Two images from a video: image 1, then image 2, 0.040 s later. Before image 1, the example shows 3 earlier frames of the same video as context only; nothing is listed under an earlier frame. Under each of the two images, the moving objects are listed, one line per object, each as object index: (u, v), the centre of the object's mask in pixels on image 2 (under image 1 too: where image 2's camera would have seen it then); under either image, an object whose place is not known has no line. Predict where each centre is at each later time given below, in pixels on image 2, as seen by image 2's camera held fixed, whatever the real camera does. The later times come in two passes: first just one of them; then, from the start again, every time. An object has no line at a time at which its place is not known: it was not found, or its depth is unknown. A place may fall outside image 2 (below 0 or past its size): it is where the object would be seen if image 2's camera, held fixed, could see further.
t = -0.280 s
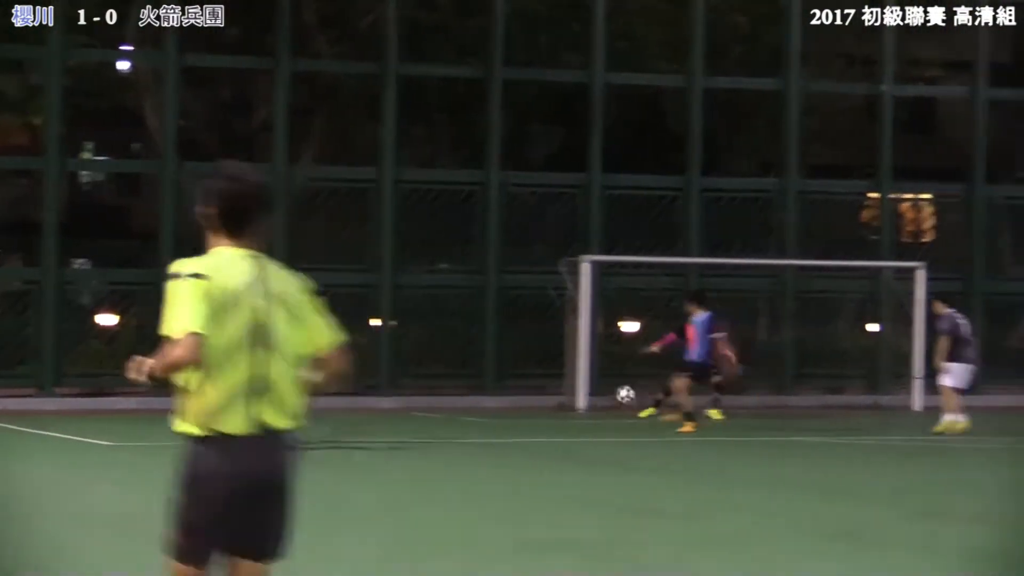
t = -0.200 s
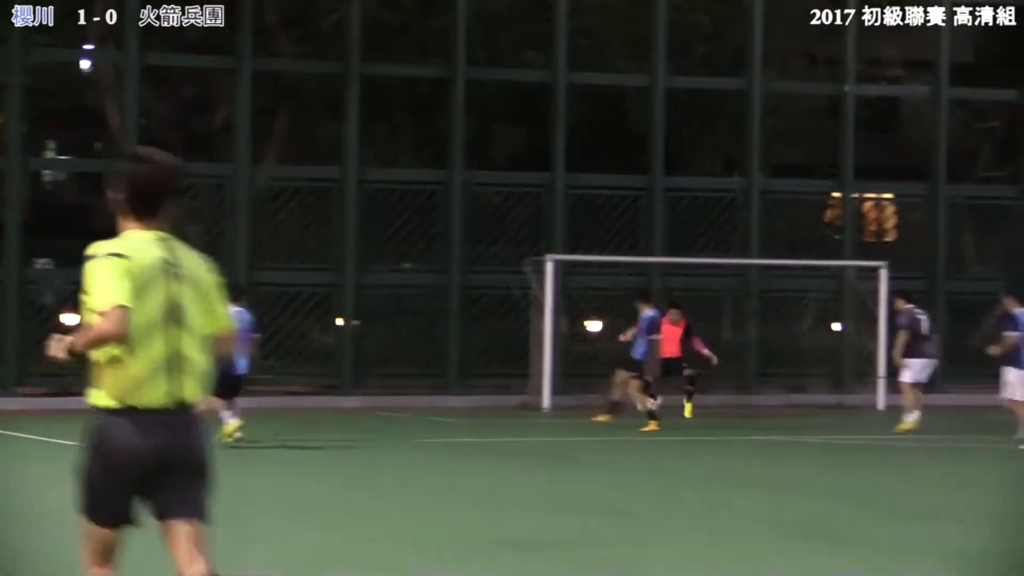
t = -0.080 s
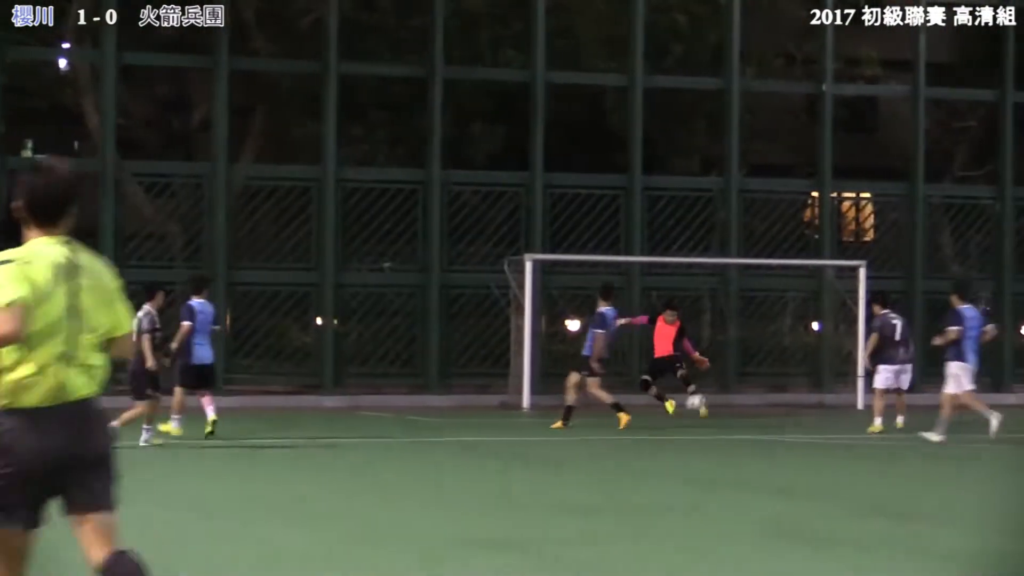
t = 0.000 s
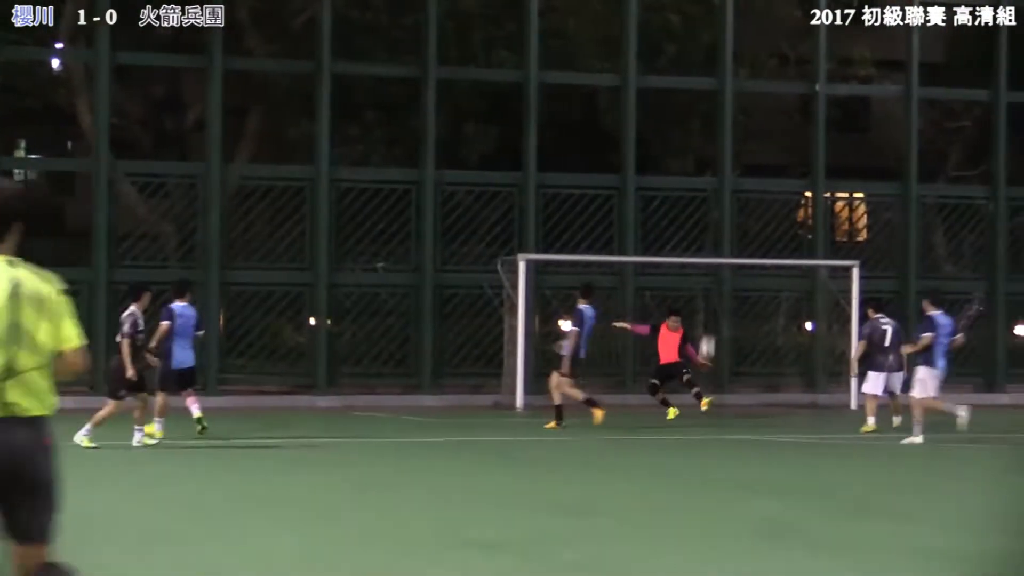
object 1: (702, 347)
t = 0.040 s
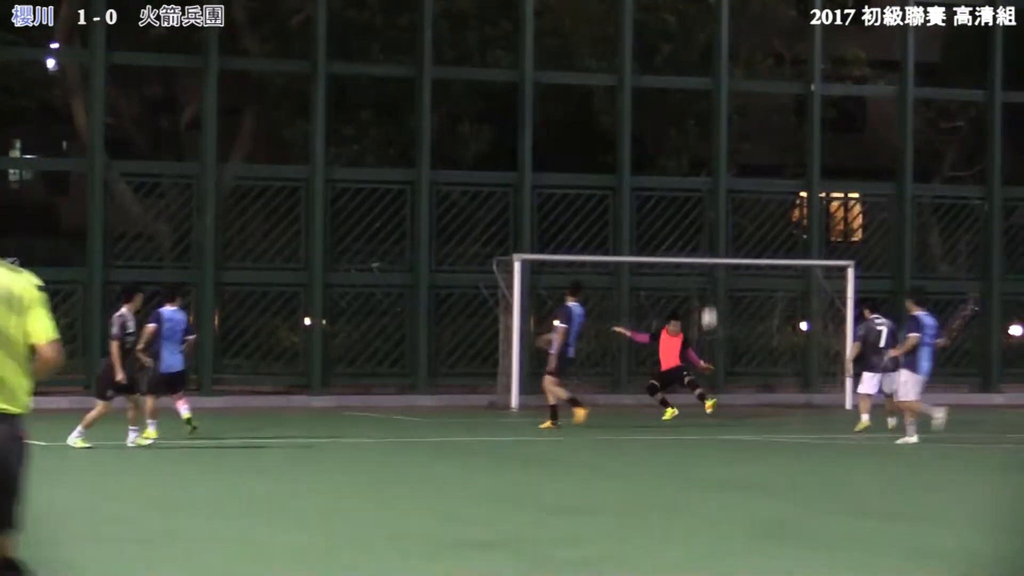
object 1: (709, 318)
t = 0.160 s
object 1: (729, 239)
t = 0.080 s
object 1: (715, 290)
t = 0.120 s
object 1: (722, 265)
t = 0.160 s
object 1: (729, 239)
